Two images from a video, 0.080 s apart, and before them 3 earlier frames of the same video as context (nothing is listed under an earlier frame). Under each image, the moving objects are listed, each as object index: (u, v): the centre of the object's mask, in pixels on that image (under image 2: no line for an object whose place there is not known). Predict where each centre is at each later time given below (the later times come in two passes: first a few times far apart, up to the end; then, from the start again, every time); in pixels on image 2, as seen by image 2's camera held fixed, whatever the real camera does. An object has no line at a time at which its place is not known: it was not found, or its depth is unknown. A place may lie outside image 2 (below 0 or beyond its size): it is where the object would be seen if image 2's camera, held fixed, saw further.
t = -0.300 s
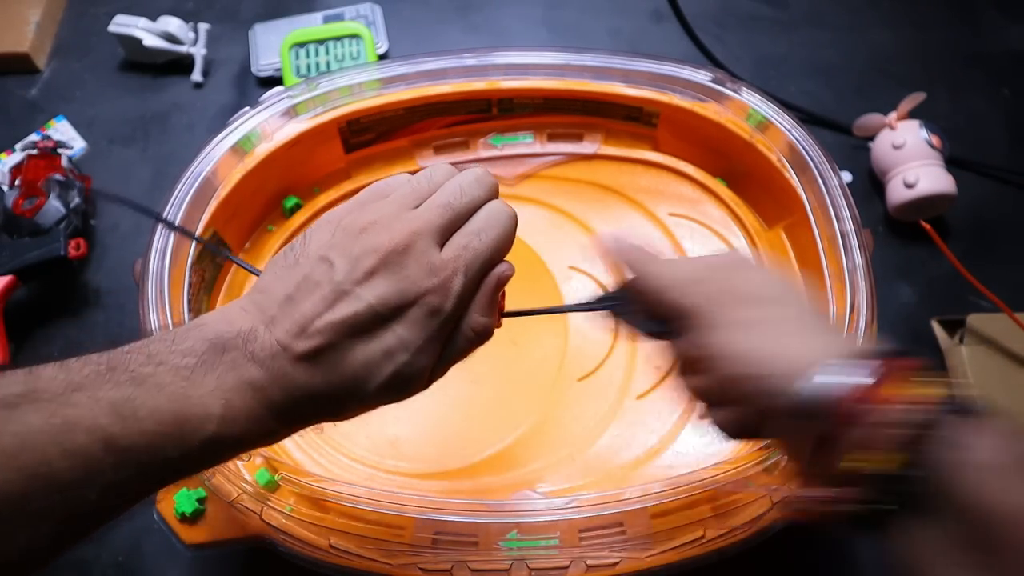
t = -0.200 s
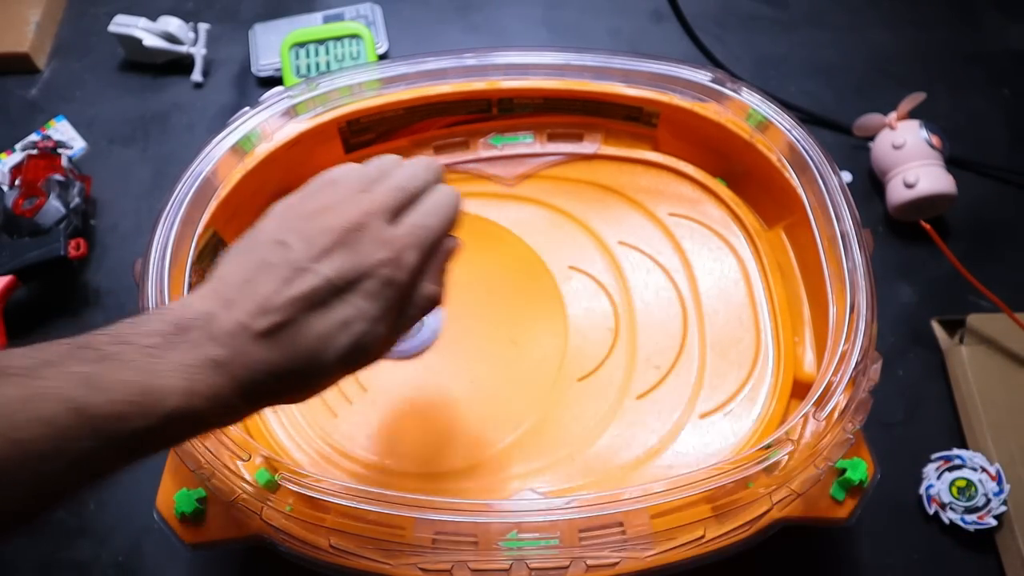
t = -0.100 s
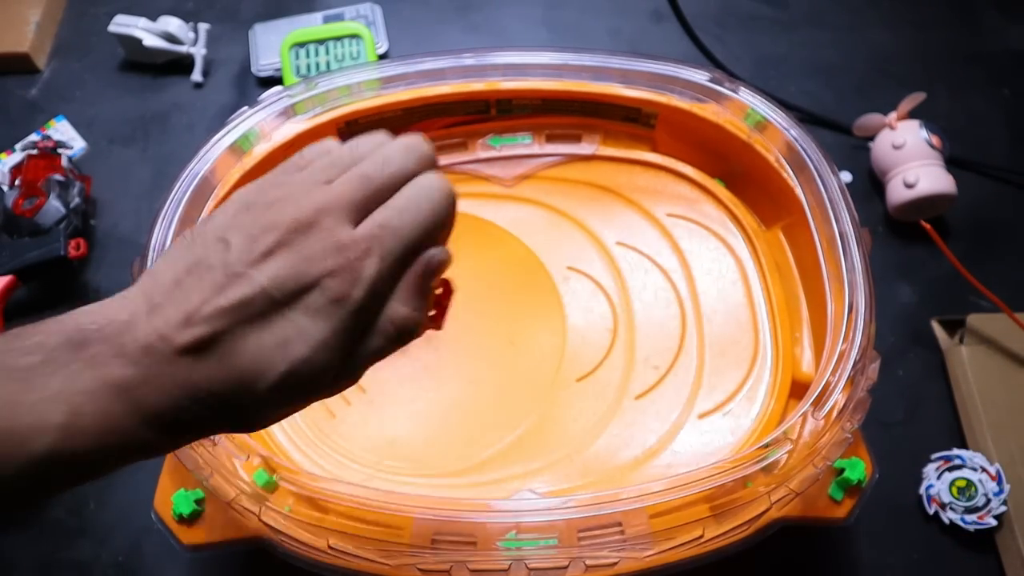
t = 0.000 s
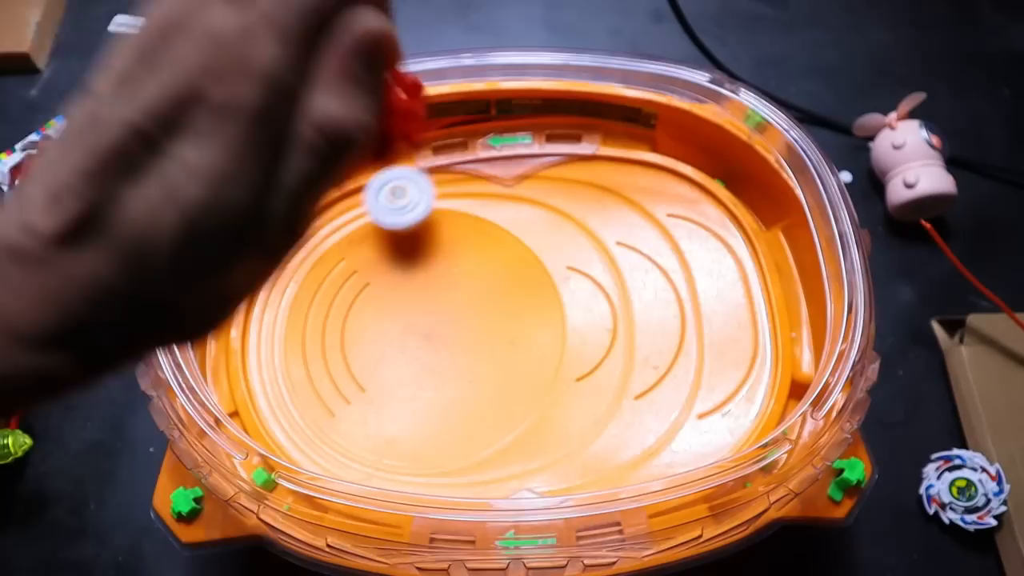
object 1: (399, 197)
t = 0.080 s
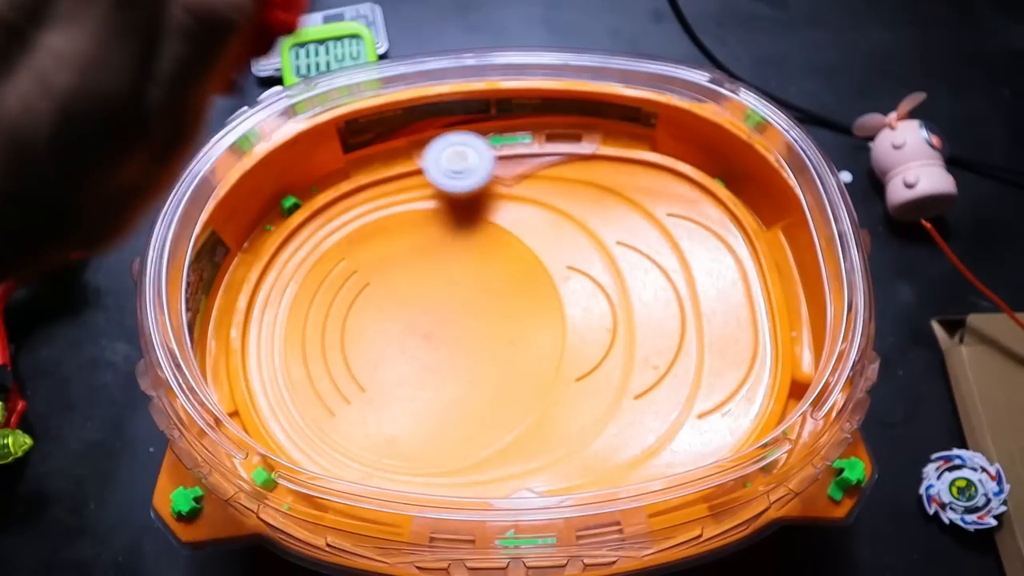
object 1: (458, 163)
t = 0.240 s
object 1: (622, 260)
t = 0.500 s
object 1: (521, 494)
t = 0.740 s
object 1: (268, 259)
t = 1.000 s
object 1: (726, 277)
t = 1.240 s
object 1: (513, 473)
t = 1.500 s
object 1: (315, 195)
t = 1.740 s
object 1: (672, 309)
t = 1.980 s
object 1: (580, 484)
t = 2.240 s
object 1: (282, 252)
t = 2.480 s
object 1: (528, 204)
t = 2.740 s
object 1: (585, 326)
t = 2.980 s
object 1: (420, 446)
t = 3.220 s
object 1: (276, 244)
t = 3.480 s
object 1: (586, 228)
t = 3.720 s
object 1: (618, 454)
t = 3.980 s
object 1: (299, 419)
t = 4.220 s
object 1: (372, 177)
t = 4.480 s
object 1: (636, 285)
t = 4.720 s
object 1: (578, 465)
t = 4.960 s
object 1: (343, 392)
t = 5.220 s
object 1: (412, 170)
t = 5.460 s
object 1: (604, 253)
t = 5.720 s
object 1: (572, 407)
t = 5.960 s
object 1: (374, 454)
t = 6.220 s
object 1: (297, 244)
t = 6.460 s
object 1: (492, 184)
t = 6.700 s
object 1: (584, 311)
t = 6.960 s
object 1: (501, 467)
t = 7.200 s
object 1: (288, 402)
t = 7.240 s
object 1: (273, 366)
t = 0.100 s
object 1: (475, 169)
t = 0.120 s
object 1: (492, 178)
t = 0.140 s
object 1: (514, 186)
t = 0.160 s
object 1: (539, 197)
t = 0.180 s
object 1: (563, 208)
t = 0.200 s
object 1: (584, 221)
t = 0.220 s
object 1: (603, 237)
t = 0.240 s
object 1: (622, 260)
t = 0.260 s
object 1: (637, 281)
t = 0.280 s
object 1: (651, 304)
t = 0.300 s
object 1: (660, 326)
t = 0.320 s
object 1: (665, 351)
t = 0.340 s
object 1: (666, 374)
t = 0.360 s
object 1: (663, 398)
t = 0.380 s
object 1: (654, 422)
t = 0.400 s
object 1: (642, 444)
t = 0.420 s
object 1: (626, 466)
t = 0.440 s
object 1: (606, 486)
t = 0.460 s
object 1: (578, 490)
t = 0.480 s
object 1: (549, 491)
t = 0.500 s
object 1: (521, 494)
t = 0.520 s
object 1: (489, 495)
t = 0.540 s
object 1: (454, 494)
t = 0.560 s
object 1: (420, 491)
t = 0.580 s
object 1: (384, 481)
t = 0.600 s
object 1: (347, 467)
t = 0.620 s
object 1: (312, 449)
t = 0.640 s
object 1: (281, 430)
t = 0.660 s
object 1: (261, 401)
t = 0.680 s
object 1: (249, 367)
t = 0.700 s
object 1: (246, 331)
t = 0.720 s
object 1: (252, 294)
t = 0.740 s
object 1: (268, 259)
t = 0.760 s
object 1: (290, 228)
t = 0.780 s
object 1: (322, 202)
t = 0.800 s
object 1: (357, 182)
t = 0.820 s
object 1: (397, 171)
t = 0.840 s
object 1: (438, 165)
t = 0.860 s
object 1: (480, 171)
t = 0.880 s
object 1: (522, 184)
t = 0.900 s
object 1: (563, 195)
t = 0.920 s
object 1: (598, 209)
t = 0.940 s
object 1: (632, 224)
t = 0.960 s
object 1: (667, 241)
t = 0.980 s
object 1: (697, 257)
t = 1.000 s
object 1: (726, 277)
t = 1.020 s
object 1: (753, 297)
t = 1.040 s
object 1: (770, 318)
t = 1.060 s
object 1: (770, 345)
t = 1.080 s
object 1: (765, 375)
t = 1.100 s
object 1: (755, 402)
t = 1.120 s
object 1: (739, 427)
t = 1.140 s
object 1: (707, 444)
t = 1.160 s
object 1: (677, 471)
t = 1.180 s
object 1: (636, 478)
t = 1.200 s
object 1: (595, 485)
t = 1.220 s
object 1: (554, 484)
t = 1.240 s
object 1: (513, 473)
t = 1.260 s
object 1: (474, 462)
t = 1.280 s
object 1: (435, 455)
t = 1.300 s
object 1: (396, 445)
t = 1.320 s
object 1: (358, 429)
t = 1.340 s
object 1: (326, 409)
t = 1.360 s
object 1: (297, 385)
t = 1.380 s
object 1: (271, 359)
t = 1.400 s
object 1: (252, 333)
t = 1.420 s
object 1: (249, 305)
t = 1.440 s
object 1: (263, 276)
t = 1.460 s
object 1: (278, 251)
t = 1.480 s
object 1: (295, 222)
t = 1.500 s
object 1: (315, 195)
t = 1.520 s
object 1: (347, 179)
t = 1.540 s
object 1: (382, 167)
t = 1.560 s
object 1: (416, 161)
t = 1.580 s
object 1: (453, 160)
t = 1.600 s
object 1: (491, 169)
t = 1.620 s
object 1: (527, 192)
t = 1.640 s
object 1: (557, 212)
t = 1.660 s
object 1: (585, 231)
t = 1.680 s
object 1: (611, 248)
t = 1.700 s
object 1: (633, 269)
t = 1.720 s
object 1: (656, 289)
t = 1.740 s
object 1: (672, 309)
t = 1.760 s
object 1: (687, 328)
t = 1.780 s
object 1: (697, 346)
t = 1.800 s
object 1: (706, 365)
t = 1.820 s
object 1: (709, 387)
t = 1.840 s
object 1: (710, 409)
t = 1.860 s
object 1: (705, 427)
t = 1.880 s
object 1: (695, 443)
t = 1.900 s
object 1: (685, 465)
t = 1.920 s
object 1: (663, 473)
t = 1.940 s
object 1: (639, 477)
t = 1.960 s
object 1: (611, 481)
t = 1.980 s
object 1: (580, 484)
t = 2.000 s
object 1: (546, 474)
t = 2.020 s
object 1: (515, 466)
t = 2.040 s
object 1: (486, 454)
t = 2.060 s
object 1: (457, 441)
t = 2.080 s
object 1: (428, 428)
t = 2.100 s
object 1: (399, 414)
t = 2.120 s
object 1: (371, 398)
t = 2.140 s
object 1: (346, 378)
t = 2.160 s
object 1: (326, 356)
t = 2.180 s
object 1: (311, 331)
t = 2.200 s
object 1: (298, 305)
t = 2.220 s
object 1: (289, 279)
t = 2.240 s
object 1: (282, 252)
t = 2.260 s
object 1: (283, 229)
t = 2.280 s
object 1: (303, 213)
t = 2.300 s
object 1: (325, 200)
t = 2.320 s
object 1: (347, 191)
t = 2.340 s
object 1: (370, 181)
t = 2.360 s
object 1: (396, 169)
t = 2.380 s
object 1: (421, 164)
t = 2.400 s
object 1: (446, 170)
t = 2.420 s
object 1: (472, 180)
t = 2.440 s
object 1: (492, 189)
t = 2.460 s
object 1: (510, 196)
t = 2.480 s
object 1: (528, 204)
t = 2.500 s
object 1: (543, 211)
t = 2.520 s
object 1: (555, 219)
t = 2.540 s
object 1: (565, 228)
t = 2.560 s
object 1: (574, 237)
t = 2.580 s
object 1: (581, 246)
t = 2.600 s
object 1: (586, 256)
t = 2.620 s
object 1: (590, 266)
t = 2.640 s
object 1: (593, 275)
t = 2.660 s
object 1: (593, 286)
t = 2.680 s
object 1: (593, 296)
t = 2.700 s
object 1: (591, 305)
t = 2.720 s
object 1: (589, 316)
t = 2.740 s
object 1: (585, 326)
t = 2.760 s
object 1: (580, 336)
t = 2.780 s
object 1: (574, 345)
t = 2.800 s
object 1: (568, 355)
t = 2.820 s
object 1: (561, 363)
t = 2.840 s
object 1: (553, 371)
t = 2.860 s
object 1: (543, 382)
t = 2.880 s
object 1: (531, 393)
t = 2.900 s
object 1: (516, 406)
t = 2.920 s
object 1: (497, 419)
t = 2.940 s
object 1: (474, 431)
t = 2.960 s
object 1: (448, 441)
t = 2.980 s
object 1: (420, 446)
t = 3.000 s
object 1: (389, 447)
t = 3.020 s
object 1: (360, 441)
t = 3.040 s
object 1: (334, 433)
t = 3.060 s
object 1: (308, 420)
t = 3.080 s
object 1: (284, 406)
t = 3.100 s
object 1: (264, 390)
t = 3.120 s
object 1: (248, 371)
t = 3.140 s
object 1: (249, 346)
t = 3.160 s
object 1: (255, 320)
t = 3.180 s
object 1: (259, 293)
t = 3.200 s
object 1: (266, 267)
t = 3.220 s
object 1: (276, 244)
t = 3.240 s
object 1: (295, 223)
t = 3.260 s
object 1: (313, 207)
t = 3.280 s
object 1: (338, 193)
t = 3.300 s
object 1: (361, 181)
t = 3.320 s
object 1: (387, 174)
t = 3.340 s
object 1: (413, 170)
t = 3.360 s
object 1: (440, 167)
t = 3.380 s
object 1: (467, 167)
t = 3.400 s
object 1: (496, 178)
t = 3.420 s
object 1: (522, 190)
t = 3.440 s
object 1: (546, 202)
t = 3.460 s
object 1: (568, 215)
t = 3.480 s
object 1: (586, 228)
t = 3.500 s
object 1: (603, 243)
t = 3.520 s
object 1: (618, 259)
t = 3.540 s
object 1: (630, 278)
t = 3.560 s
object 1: (640, 297)
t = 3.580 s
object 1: (647, 317)
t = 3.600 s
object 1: (650, 337)
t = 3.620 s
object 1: (653, 356)
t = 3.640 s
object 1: (653, 377)
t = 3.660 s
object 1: (649, 396)
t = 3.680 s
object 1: (642, 416)
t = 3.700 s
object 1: (632, 437)
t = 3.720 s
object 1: (618, 454)
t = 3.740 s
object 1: (602, 471)
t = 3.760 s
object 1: (580, 486)
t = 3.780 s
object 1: (557, 488)
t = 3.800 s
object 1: (533, 489)
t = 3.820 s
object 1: (510, 493)
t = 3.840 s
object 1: (483, 493)
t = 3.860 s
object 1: (454, 495)
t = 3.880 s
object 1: (426, 489)
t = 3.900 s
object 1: (399, 482)
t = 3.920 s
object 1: (370, 466)
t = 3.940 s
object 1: (343, 451)
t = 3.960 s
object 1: (319, 438)
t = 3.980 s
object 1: (299, 419)
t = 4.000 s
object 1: (280, 397)
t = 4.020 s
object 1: (268, 372)
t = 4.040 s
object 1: (258, 347)
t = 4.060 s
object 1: (251, 324)
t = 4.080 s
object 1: (249, 300)
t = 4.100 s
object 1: (256, 276)
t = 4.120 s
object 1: (269, 255)
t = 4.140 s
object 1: (282, 233)
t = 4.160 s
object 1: (303, 217)
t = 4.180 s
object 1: (325, 200)
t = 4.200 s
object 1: (346, 185)
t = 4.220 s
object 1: (372, 177)
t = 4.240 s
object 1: (398, 171)
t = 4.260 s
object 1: (423, 165)
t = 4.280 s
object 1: (449, 165)
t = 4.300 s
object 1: (476, 170)
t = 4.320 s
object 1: (501, 180)
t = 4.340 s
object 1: (525, 191)
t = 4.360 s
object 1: (548, 202)
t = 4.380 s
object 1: (568, 213)
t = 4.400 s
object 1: (586, 224)
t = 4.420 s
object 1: (602, 236)
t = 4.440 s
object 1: (617, 252)
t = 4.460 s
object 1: (627, 268)
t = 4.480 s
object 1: (636, 285)
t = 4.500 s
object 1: (644, 301)
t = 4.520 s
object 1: (649, 317)
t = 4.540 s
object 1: (653, 333)
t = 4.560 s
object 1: (653, 349)
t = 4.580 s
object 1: (652, 365)
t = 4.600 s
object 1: (649, 381)
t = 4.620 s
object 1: (643, 397)
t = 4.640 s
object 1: (635, 412)
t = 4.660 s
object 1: (625, 427)
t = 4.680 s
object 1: (611, 442)
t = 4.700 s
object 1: (595, 454)
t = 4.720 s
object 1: (578, 465)
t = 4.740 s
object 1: (555, 472)
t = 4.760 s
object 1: (534, 472)
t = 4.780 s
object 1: (514, 464)
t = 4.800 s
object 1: (494, 460)
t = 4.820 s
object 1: (476, 455)
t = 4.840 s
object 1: (458, 452)
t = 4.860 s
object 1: (440, 447)
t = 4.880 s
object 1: (419, 441)
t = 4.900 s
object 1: (398, 434)
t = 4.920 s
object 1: (376, 424)
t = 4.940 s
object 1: (359, 409)
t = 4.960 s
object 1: (343, 392)
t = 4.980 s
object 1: (330, 373)
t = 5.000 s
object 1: (319, 352)
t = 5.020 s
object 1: (314, 329)
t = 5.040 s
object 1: (313, 307)
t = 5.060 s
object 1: (313, 285)
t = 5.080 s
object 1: (316, 264)
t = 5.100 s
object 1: (324, 244)
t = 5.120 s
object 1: (335, 225)
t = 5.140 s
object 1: (348, 208)
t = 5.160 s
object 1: (361, 193)
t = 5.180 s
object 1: (375, 181)
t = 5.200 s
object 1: (392, 171)
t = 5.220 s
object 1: (412, 170)
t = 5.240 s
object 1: (434, 172)
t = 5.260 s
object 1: (454, 175)
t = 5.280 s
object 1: (475, 177)
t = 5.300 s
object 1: (495, 183)
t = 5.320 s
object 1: (517, 188)
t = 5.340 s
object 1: (536, 196)
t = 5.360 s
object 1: (552, 204)
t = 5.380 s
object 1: (566, 212)
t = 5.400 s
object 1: (579, 220)
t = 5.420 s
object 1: (589, 230)
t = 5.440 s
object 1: (596, 241)
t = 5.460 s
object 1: (604, 253)
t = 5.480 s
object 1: (608, 264)
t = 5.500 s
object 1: (610, 275)
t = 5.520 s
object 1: (612, 290)
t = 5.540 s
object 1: (613, 303)
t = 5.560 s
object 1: (612, 317)
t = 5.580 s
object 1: (612, 329)
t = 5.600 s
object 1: (611, 338)
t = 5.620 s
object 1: (608, 348)
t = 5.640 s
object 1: (603, 359)
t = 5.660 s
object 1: (596, 372)
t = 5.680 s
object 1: (590, 384)
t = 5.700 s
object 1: (582, 397)
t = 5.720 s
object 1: (572, 407)
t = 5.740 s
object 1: (561, 418)
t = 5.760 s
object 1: (548, 428)
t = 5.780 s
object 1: (534, 439)
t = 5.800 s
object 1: (519, 448)
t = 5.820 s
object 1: (503, 455)
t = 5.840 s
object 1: (485, 460)
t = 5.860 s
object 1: (467, 463)
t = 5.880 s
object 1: (447, 464)
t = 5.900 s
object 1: (427, 466)
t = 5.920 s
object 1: (409, 464)
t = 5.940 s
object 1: (391, 461)
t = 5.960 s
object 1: (374, 454)
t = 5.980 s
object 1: (357, 448)
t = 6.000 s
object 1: (339, 438)
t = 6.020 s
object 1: (324, 425)
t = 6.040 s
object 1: (308, 409)
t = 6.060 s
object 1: (295, 390)
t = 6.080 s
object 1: (285, 370)
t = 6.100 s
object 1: (280, 350)
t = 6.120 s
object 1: (278, 330)
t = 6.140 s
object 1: (279, 309)
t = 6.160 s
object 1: (281, 291)
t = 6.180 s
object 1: (284, 274)
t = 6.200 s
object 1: (289, 259)
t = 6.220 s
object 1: (297, 244)
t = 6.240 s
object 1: (306, 230)
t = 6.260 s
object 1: (317, 217)
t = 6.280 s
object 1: (329, 207)
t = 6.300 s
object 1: (342, 197)
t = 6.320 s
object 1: (357, 189)
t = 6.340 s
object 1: (374, 182)
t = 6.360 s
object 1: (393, 177)
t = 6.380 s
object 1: (413, 173)
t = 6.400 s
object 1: (434, 172)
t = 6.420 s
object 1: (454, 174)
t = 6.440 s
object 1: (473, 178)
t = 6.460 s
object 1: (492, 184)
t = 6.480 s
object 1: (509, 191)
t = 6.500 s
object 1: (525, 200)
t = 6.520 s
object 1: (538, 208)
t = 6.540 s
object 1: (550, 218)
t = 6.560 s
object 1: (559, 230)
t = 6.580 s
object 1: (566, 242)
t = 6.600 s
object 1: (572, 254)
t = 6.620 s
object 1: (576, 264)
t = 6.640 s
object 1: (579, 275)
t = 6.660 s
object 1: (581, 287)
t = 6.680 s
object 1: (583, 298)
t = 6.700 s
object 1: (584, 311)
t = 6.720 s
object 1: (585, 324)
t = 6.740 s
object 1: (584, 338)
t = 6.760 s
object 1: (583, 351)
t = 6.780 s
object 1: (582, 362)
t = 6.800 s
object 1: (579, 375)
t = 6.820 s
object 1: (576, 387)
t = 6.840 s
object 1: (570, 400)
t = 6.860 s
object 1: (563, 413)
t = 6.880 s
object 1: (554, 425)
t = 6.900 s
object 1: (545, 438)
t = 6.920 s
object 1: (533, 451)
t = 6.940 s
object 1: (518, 460)
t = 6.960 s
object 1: (501, 467)
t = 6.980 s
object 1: (482, 475)
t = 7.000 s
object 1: (461, 481)
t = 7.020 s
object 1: (441, 485)
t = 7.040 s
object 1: (419, 484)
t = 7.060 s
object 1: (397, 479)
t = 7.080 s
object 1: (376, 473)
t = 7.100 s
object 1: (356, 464)
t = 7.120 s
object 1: (337, 456)
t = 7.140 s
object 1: (323, 446)
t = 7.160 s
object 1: (309, 434)
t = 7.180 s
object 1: (297, 419)
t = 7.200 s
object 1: (288, 402)
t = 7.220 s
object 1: (279, 384)
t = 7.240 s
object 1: (273, 366)
